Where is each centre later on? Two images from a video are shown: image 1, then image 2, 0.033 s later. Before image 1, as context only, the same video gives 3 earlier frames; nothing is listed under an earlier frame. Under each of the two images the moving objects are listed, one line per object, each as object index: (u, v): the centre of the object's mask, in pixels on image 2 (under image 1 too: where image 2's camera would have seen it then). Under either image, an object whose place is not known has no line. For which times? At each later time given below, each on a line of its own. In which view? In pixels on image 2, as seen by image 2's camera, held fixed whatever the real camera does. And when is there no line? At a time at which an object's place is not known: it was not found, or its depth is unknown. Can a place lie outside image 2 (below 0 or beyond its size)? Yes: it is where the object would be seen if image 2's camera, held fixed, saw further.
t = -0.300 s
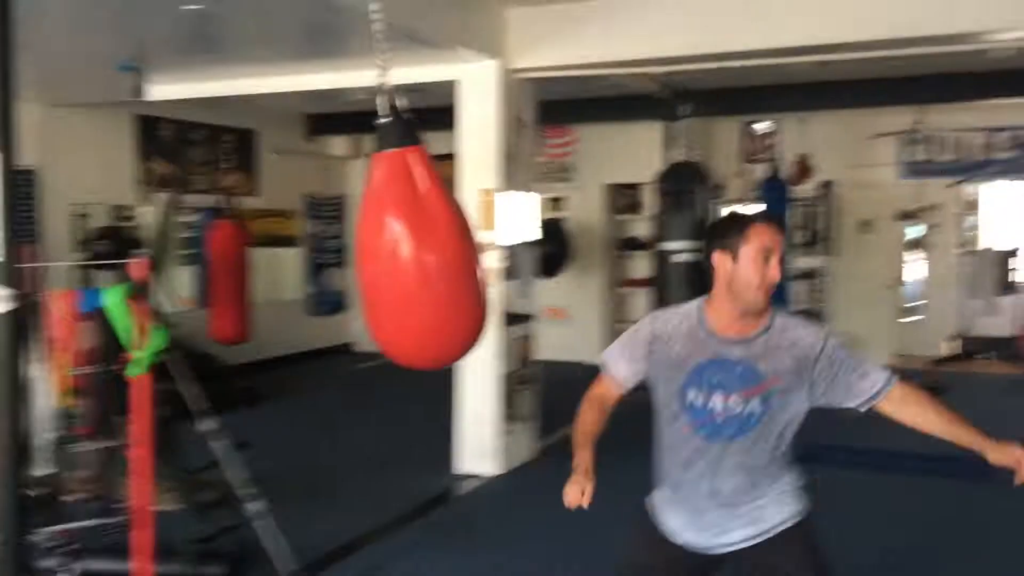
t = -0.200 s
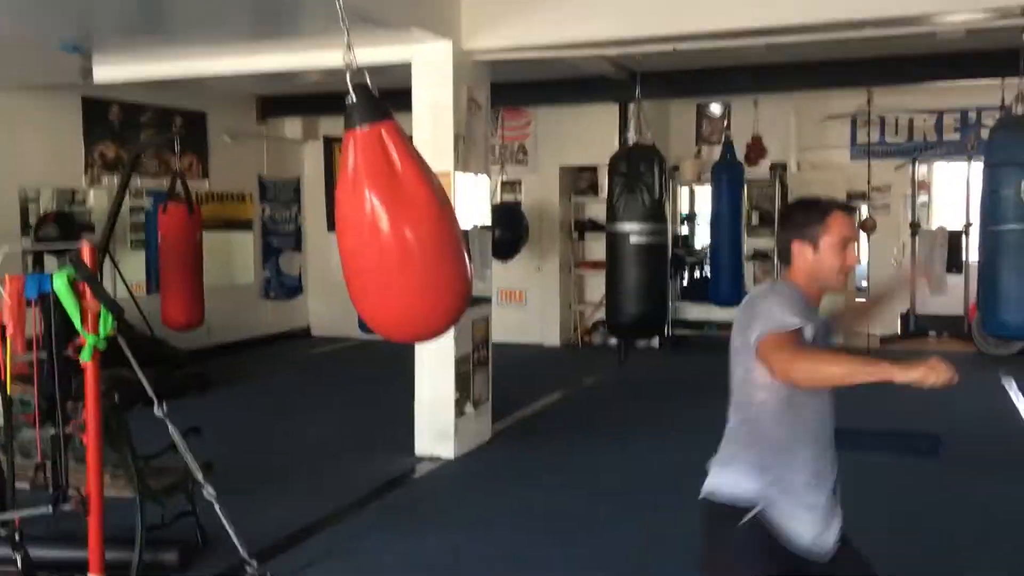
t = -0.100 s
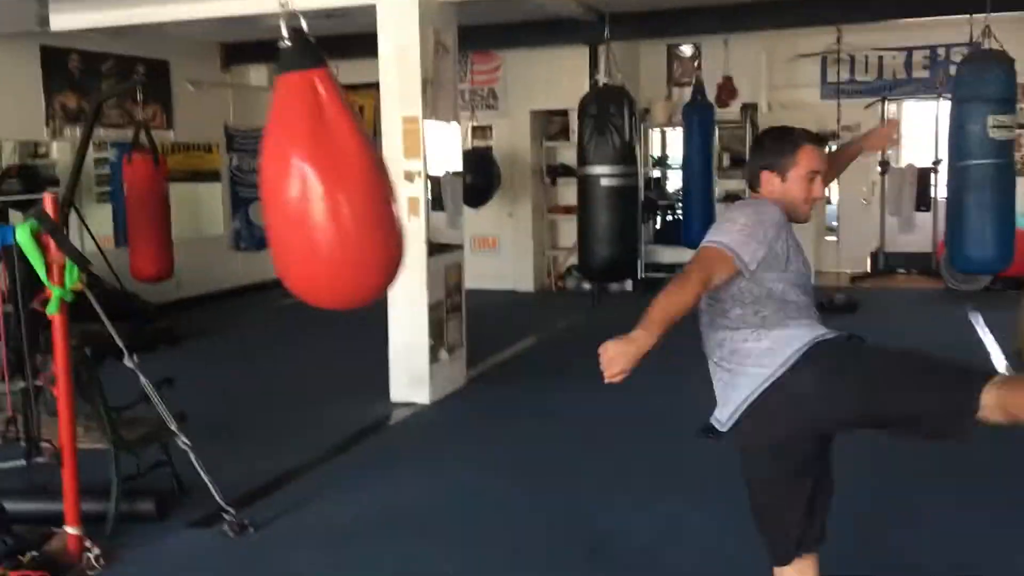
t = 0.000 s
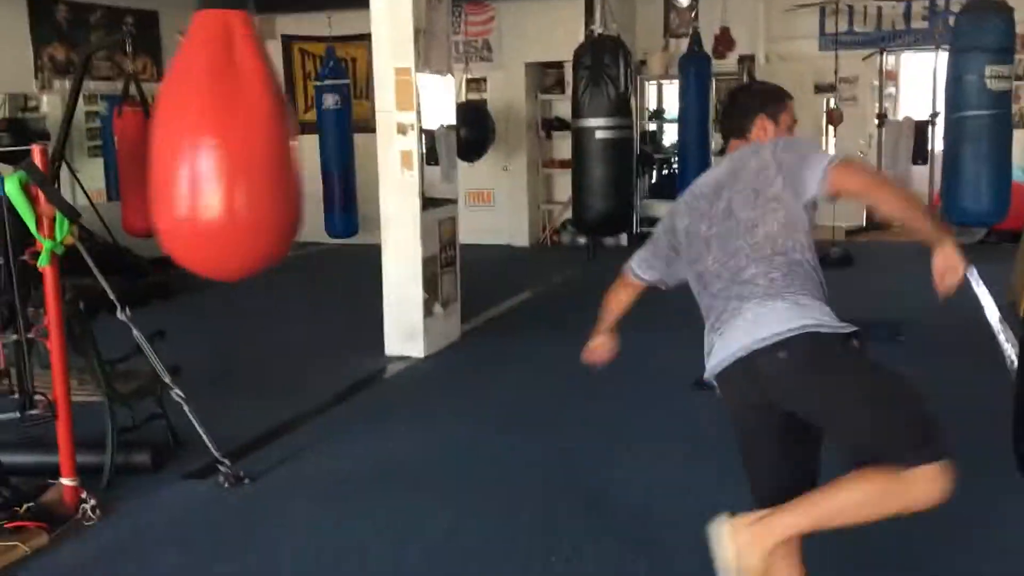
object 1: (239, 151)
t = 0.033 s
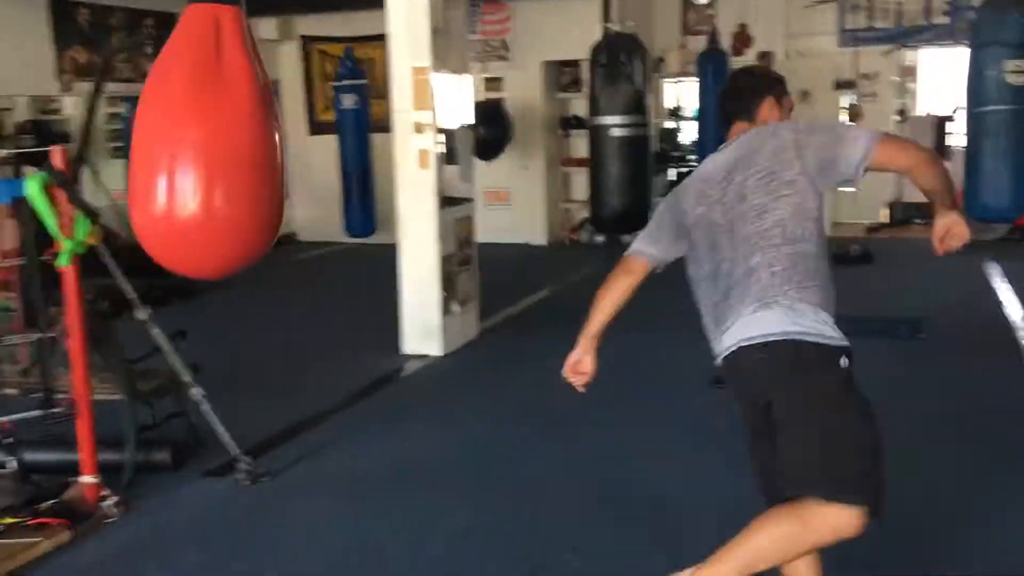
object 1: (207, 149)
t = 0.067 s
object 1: (178, 144)
